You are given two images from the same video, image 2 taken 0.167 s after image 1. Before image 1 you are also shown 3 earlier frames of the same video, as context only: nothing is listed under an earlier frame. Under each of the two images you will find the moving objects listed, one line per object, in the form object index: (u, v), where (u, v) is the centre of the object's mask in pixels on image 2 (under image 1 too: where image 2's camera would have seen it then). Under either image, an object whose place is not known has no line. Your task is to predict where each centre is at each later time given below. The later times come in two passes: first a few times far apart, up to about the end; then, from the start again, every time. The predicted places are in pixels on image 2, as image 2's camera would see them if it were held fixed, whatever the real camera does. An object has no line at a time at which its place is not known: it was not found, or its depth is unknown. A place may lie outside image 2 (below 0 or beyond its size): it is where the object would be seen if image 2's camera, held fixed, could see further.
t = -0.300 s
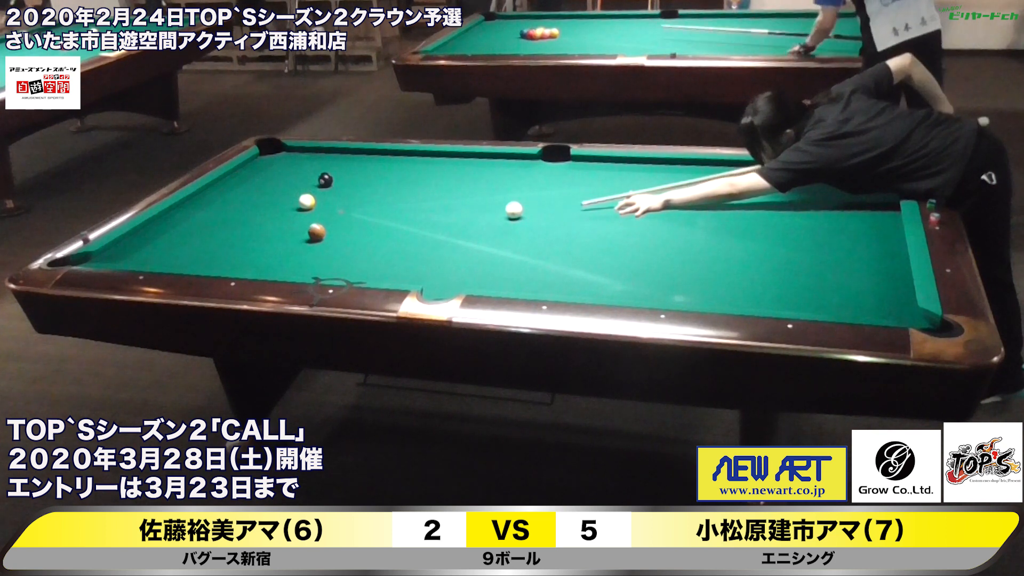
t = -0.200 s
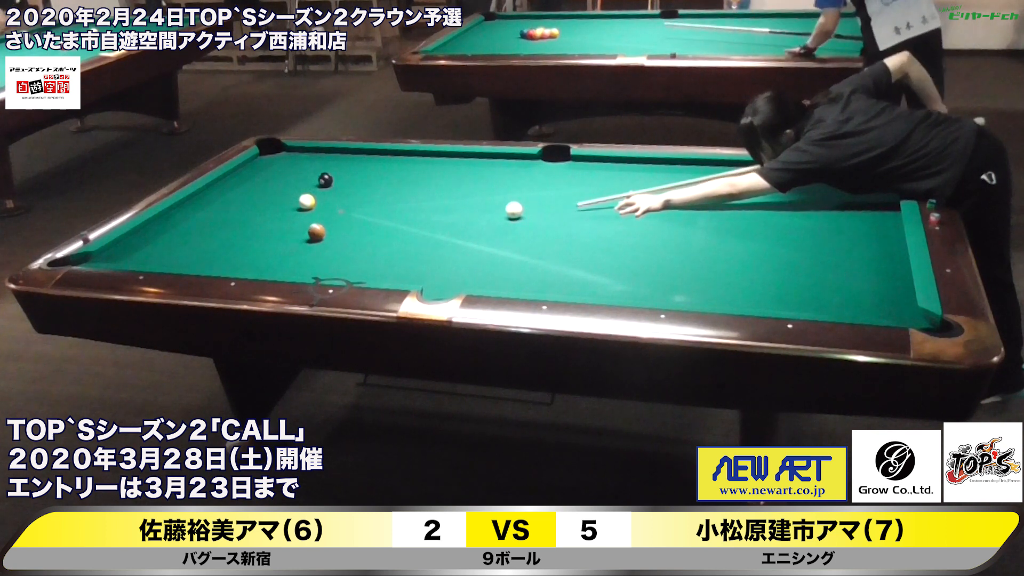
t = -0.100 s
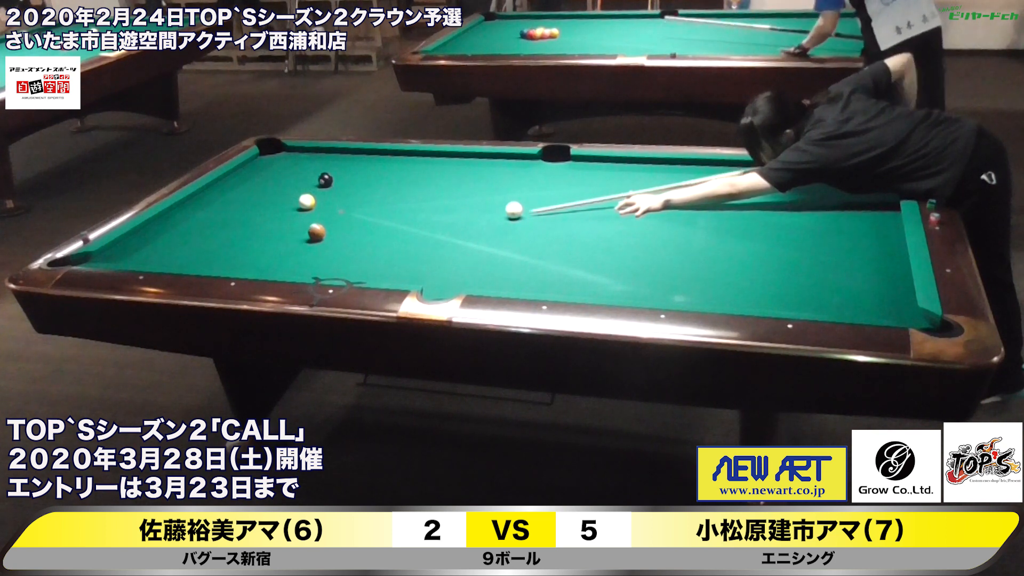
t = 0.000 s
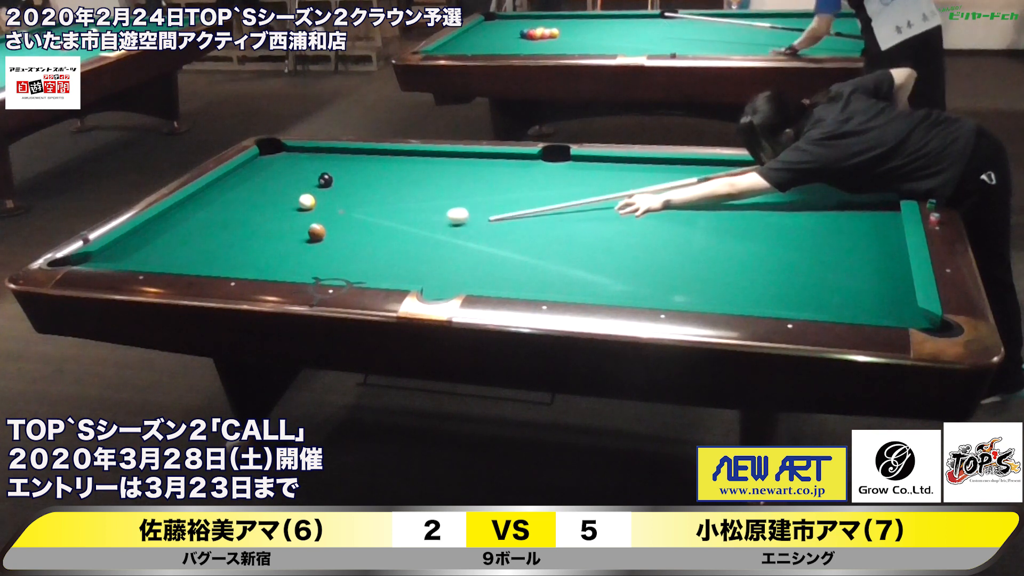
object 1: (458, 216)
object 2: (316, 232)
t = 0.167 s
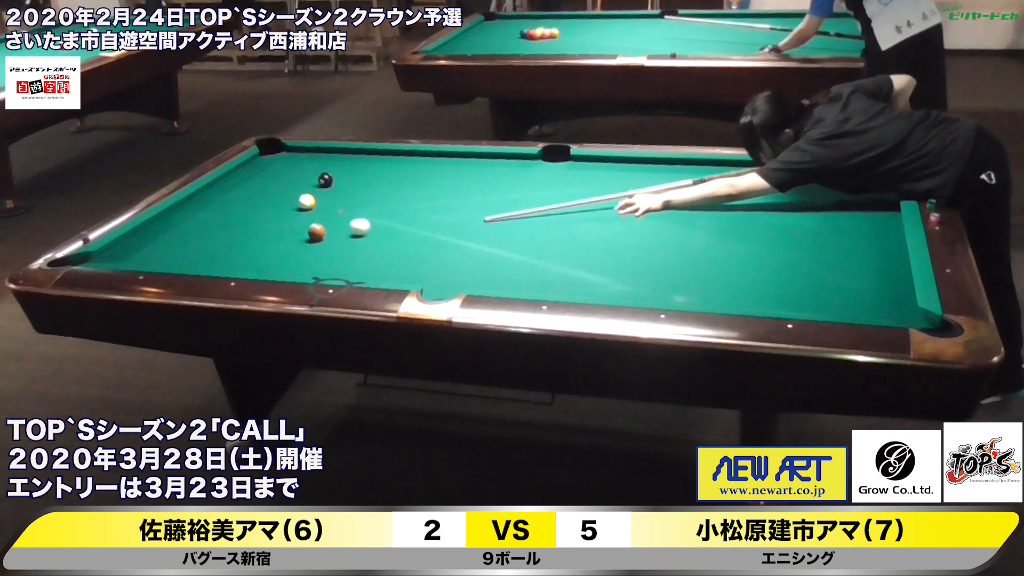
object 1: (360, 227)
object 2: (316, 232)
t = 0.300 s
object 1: (335, 230)
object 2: (277, 237)
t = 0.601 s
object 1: (339, 229)
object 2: (162, 251)
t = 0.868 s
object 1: (341, 228)
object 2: (67, 264)
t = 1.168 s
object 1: (342, 228)
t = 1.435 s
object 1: (342, 228)
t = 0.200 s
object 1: (342, 229)
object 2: (316, 233)
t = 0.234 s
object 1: (334, 230)
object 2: (308, 233)
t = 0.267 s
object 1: (334, 230)
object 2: (292, 235)
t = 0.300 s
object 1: (335, 230)
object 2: (277, 237)
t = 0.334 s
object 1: (335, 230)
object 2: (263, 238)
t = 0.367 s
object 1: (336, 230)
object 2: (250, 240)
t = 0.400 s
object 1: (336, 229)
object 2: (237, 242)
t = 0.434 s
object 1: (337, 229)
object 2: (224, 243)
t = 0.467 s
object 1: (337, 229)
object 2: (212, 245)
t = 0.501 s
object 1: (338, 229)
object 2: (200, 246)
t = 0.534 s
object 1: (338, 229)
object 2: (187, 248)
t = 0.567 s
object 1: (339, 229)
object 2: (174, 249)
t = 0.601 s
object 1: (339, 229)
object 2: (162, 251)
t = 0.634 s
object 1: (339, 229)
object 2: (149, 252)
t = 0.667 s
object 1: (340, 229)
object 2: (137, 254)
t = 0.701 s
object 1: (340, 229)
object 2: (124, 255)
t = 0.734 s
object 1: (340, 229)
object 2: (113, 255)
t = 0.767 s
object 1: (340, 229)
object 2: (99, 257)
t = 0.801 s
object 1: (341, 229)
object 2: (87, 258)
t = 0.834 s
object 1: (341, 228)
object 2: (76, 260)
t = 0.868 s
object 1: (341, 228)
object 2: (67, 264)
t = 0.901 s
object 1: (341, 228)
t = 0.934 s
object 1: (342, 228)
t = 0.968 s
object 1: (342, 228)
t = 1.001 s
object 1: (342, 228)
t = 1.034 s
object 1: (342, 228)
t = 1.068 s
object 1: (342, 228)
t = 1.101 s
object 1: (342, 228)
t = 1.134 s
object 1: (342, 228)
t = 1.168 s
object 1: (342, 228)
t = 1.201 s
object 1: (342, 228)
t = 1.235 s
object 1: (342, 228)
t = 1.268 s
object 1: (342, 228)
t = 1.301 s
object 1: (342, 228)
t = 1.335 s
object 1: (342, 228)
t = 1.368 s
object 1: (342, 228)
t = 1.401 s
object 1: (342, 228)
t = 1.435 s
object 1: (342, 228)
